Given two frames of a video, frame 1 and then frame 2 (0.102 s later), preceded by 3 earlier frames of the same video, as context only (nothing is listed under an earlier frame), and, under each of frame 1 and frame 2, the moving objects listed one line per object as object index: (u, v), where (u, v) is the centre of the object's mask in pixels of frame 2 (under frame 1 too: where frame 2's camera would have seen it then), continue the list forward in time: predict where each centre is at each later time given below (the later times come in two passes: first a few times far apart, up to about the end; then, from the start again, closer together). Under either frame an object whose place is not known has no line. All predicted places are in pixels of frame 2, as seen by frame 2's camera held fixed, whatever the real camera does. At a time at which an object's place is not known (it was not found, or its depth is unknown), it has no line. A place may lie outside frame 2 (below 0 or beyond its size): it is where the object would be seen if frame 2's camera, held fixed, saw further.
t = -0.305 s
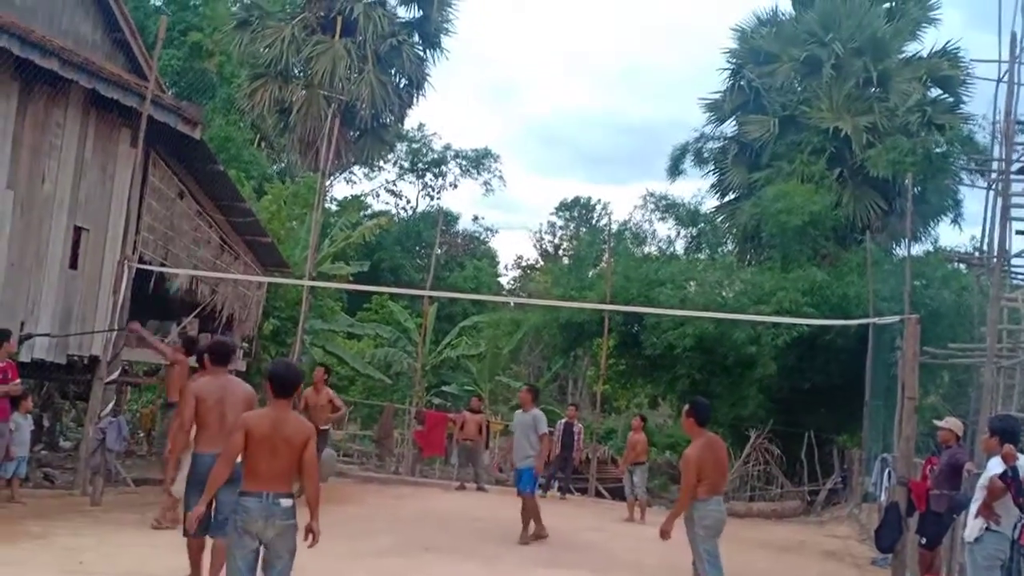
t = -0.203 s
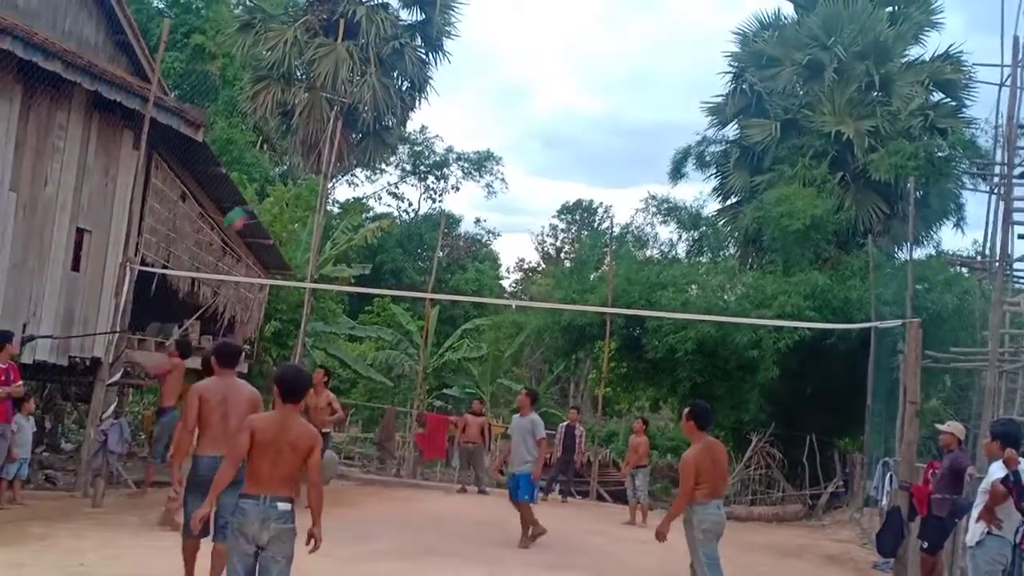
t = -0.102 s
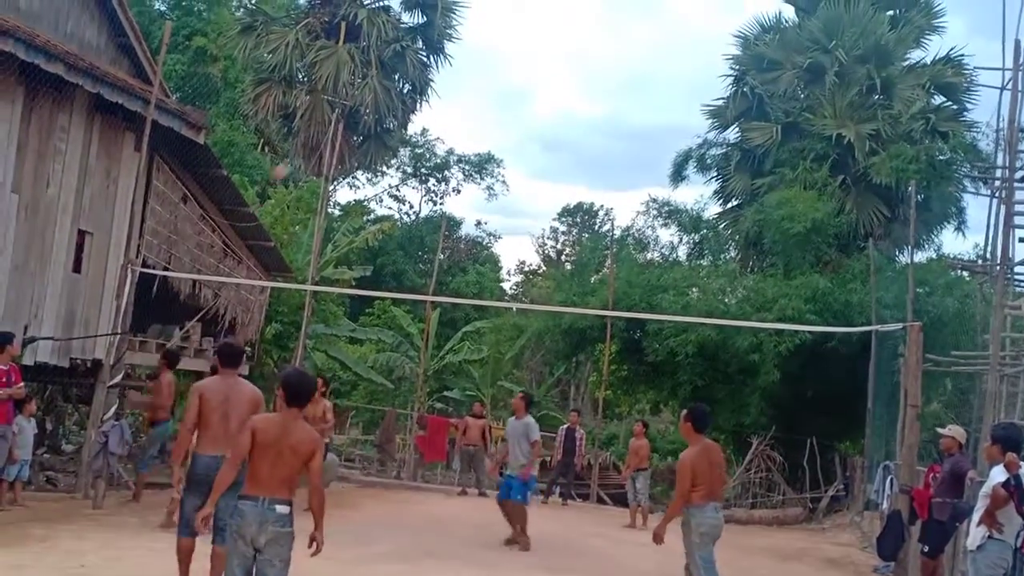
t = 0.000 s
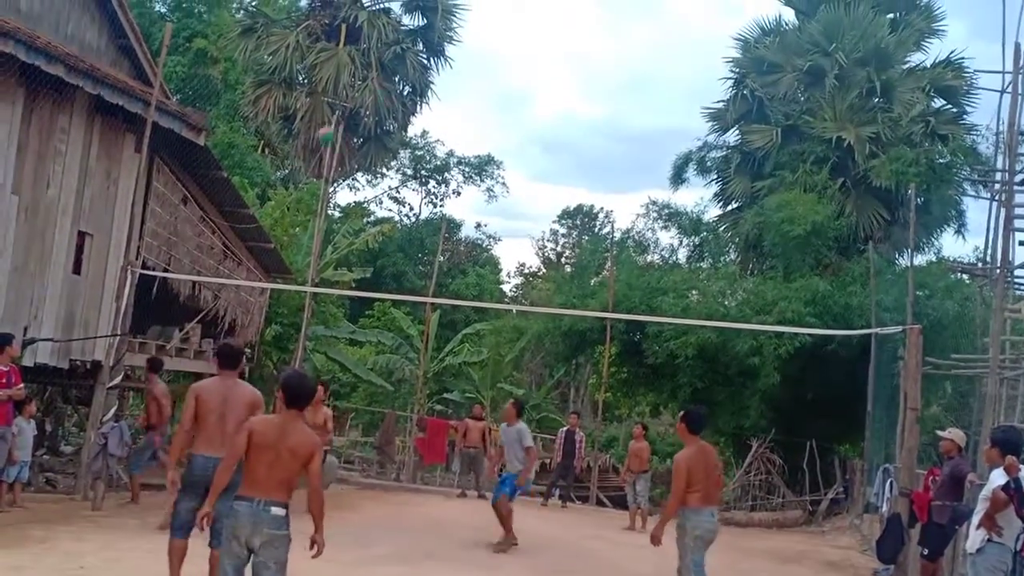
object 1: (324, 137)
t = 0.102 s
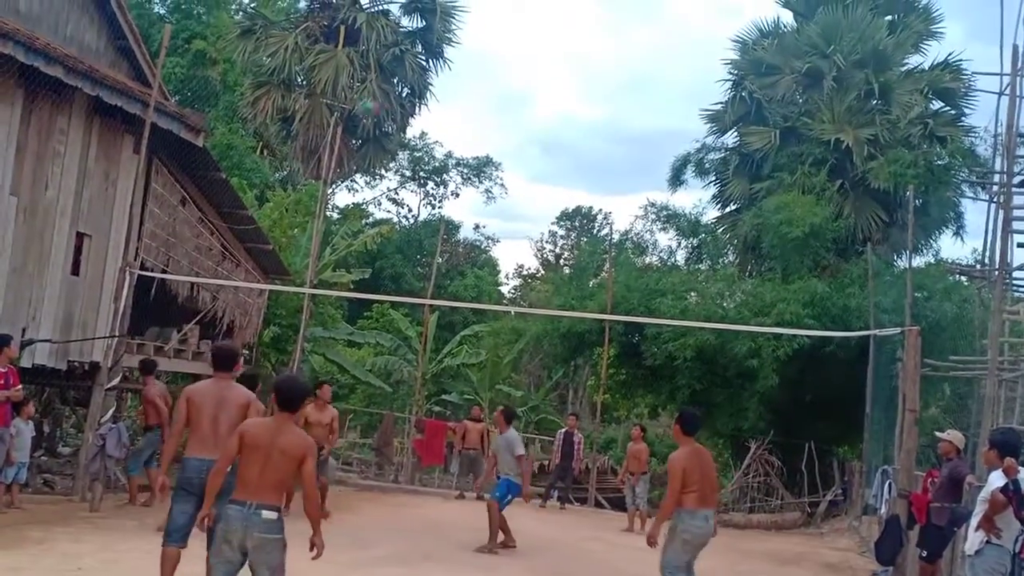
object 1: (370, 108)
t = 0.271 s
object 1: (429, 81)
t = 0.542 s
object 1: (516, 85)
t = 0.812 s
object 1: (589, 144)
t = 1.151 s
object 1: (663, 286)
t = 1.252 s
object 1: (681, 342)
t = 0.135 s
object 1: (381, 100)
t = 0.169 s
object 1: (393, 94)
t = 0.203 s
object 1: (406, 89)
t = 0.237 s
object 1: (418, 86)
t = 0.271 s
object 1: (429, 81)
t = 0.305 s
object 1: (441, 79)
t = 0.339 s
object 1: (452, 76)
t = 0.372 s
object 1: (463, 76)
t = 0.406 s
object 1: (474, 76)
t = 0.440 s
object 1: (485, 77)
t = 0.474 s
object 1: (496, 79)
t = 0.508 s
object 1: (506, 82)
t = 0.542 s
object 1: (516, 85)
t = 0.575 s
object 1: (526, 90)
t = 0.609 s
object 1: (536, 95)
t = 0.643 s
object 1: (545, 101)
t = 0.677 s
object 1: (554, 108)
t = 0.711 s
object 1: (563, 116)
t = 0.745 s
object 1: (572, 125)
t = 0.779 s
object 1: (580, 134)
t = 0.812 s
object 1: (589, 144)
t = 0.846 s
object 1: (597, 156)
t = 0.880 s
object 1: (605, 167)
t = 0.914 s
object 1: (613, 180)
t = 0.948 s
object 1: (620, 193)
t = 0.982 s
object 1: (627, 206)
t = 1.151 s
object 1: (663, 286)
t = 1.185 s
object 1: (669, 305)
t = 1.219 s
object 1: (675, 321)
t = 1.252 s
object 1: (681, 342)
